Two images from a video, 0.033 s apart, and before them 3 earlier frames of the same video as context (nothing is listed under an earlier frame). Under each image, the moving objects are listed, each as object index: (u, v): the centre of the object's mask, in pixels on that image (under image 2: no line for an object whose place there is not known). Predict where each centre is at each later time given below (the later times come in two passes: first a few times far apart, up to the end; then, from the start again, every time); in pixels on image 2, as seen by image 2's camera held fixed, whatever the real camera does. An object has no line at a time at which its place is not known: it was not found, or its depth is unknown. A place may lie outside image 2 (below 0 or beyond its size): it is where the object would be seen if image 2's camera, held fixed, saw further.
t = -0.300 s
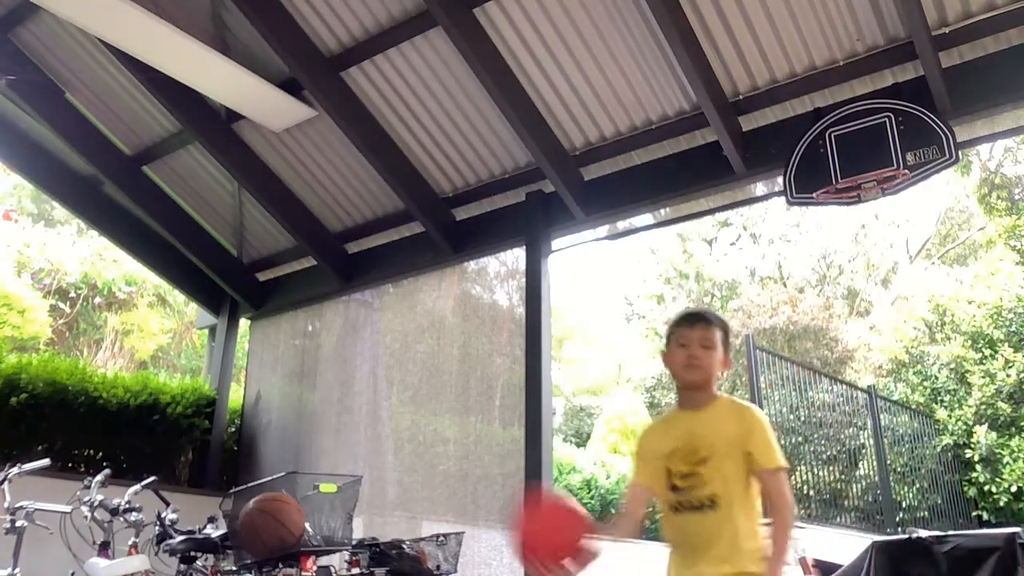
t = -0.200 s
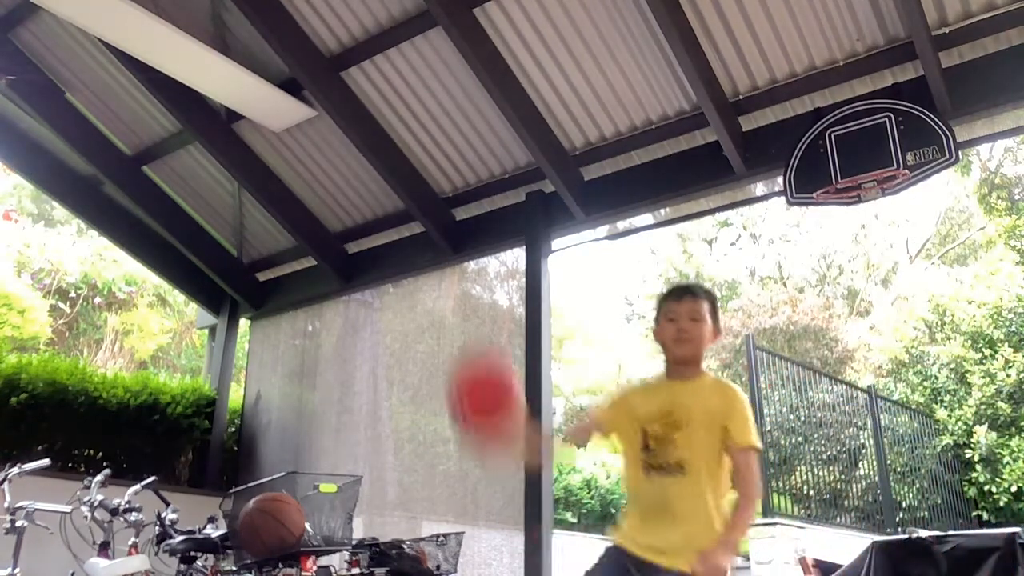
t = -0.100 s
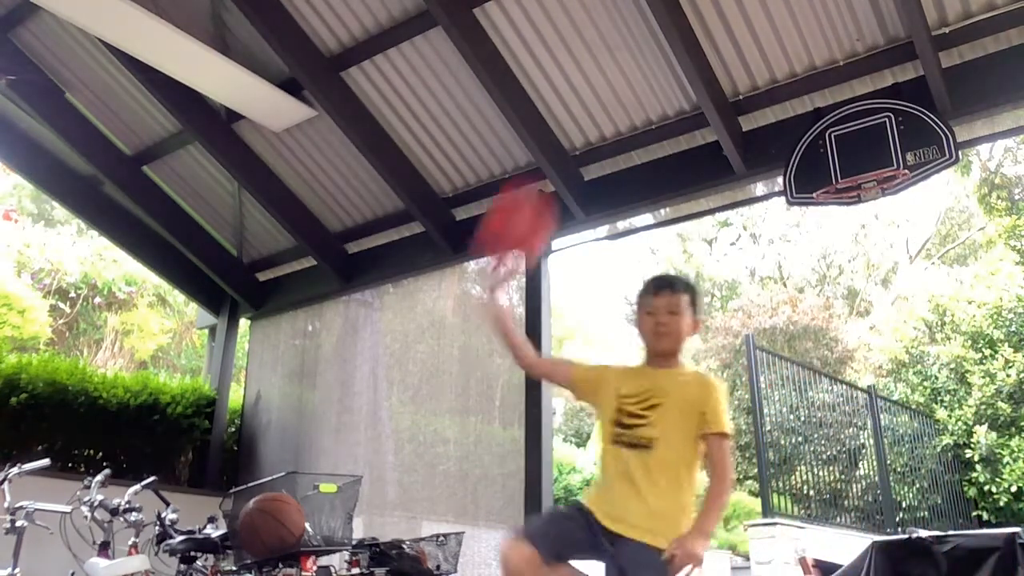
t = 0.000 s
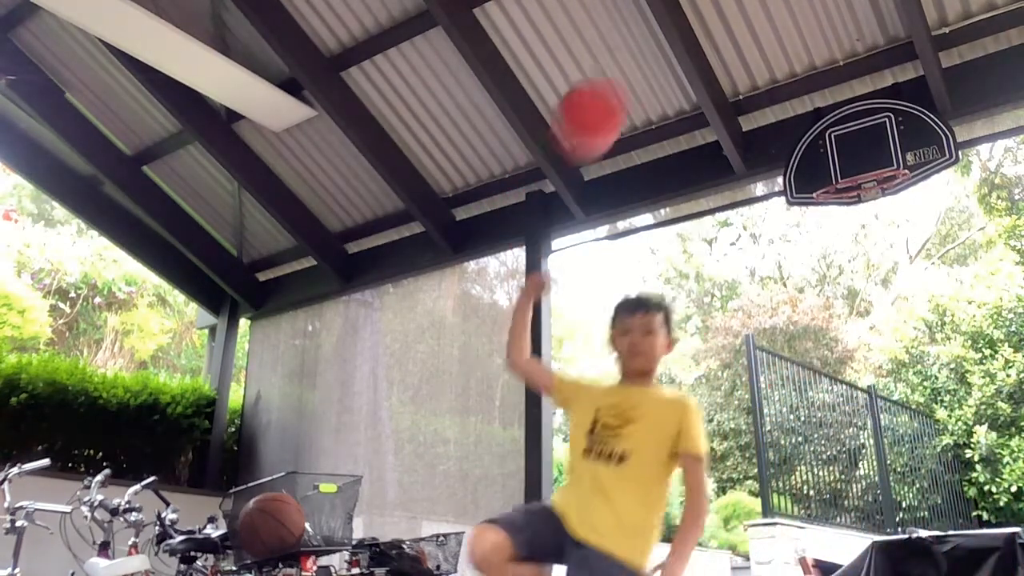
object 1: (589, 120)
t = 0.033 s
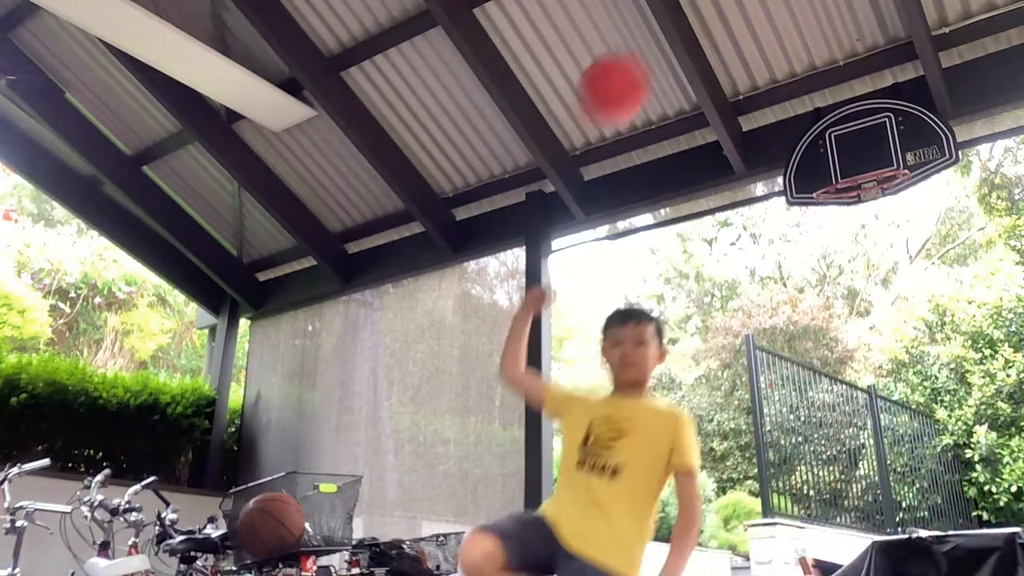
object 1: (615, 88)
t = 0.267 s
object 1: (765, 11)
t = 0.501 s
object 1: (928, 42)
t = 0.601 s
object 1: (996, 100)
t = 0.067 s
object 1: (636, 65)
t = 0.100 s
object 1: (660, 45)
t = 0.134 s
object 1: (680, 30)
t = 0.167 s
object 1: (701, 23)
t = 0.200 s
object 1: (721, 17)
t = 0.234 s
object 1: (743, 14)
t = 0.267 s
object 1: (765, 11)
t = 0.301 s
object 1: (787, 11)
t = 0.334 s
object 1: (810, 11)
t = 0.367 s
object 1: (832, 12)
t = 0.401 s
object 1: (857, 16)
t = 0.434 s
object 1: (882, 22)
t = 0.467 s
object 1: (905, 28)
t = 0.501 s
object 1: (928, 42)
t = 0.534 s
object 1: (956, 62)
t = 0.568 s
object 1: (982, 81)
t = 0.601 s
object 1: (996, 100)
